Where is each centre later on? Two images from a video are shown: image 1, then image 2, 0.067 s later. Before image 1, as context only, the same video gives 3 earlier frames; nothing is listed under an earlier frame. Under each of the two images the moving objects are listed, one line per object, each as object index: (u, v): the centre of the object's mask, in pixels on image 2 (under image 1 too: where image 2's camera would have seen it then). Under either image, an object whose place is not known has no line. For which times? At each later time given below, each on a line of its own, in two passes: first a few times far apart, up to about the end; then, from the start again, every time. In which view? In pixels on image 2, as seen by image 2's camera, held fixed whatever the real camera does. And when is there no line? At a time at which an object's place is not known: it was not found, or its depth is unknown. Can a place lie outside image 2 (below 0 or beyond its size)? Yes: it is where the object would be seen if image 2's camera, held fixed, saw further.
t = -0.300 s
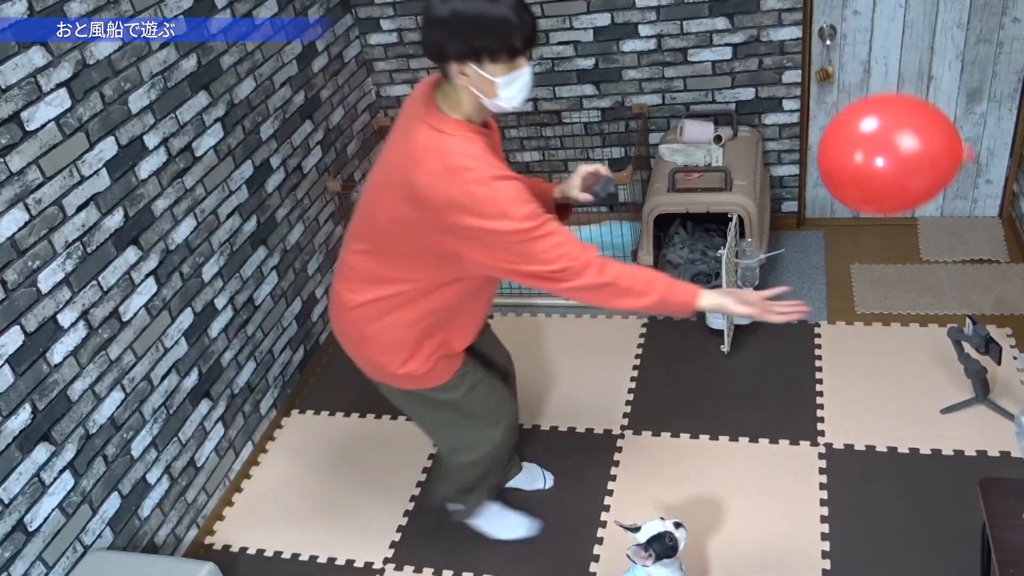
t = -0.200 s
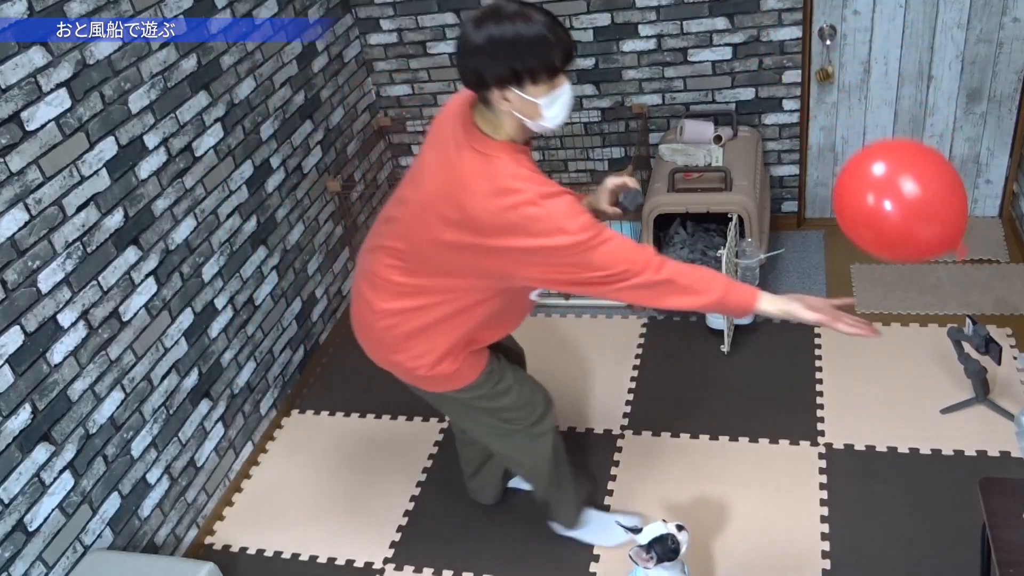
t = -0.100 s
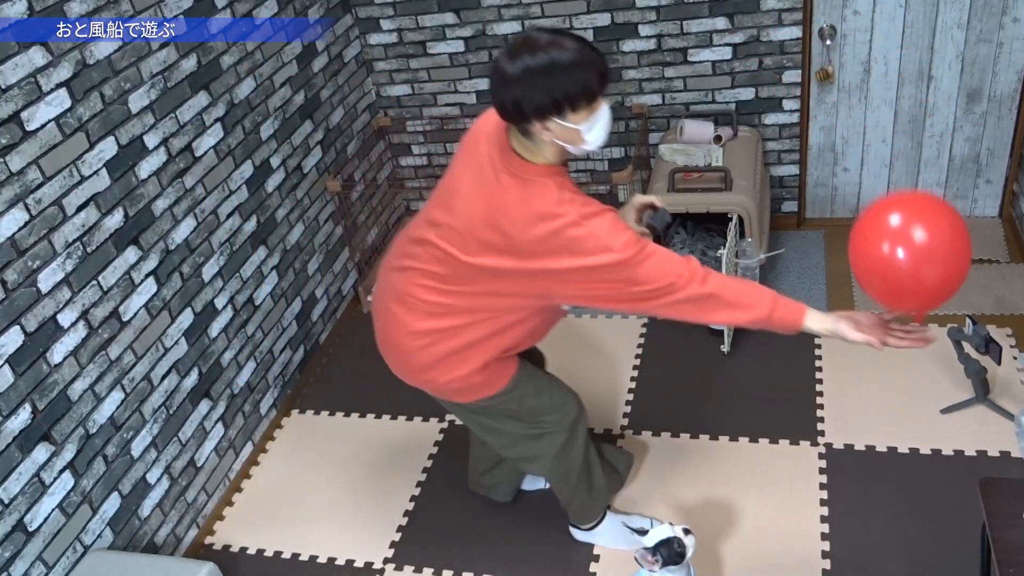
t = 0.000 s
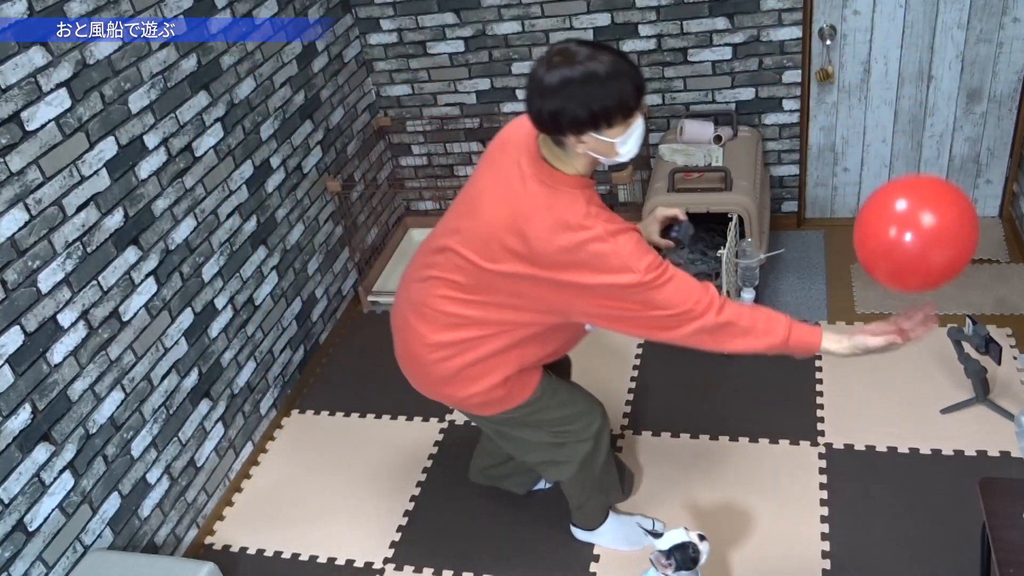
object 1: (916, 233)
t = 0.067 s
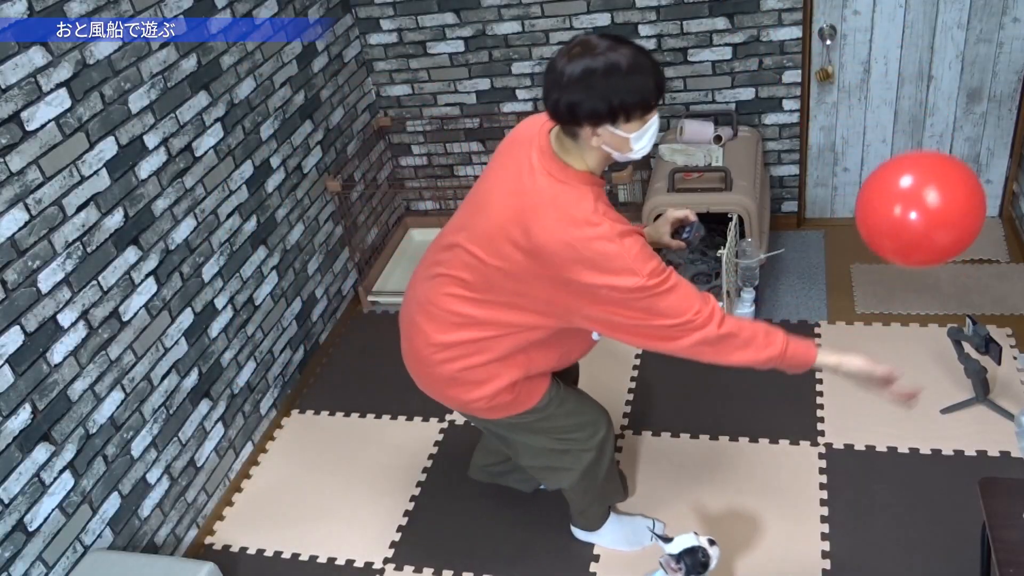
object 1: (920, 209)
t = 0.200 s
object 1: (925, 174)
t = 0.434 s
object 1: (927, 145)
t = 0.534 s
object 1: (927, 149)
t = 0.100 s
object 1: (922, 199)
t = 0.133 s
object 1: (923, 190)
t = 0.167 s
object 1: (924, 181)
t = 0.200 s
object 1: (925, 174)
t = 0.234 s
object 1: (925, 166)
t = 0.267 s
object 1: (925, 160)
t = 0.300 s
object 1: (926, 154)
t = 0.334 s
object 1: (926, 150)
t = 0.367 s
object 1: (927, 147)
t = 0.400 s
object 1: (927, 146)
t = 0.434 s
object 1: (927, 145)
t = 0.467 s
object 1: (927, 146)
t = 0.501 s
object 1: (928, 147)
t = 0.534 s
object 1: (927, 149)
